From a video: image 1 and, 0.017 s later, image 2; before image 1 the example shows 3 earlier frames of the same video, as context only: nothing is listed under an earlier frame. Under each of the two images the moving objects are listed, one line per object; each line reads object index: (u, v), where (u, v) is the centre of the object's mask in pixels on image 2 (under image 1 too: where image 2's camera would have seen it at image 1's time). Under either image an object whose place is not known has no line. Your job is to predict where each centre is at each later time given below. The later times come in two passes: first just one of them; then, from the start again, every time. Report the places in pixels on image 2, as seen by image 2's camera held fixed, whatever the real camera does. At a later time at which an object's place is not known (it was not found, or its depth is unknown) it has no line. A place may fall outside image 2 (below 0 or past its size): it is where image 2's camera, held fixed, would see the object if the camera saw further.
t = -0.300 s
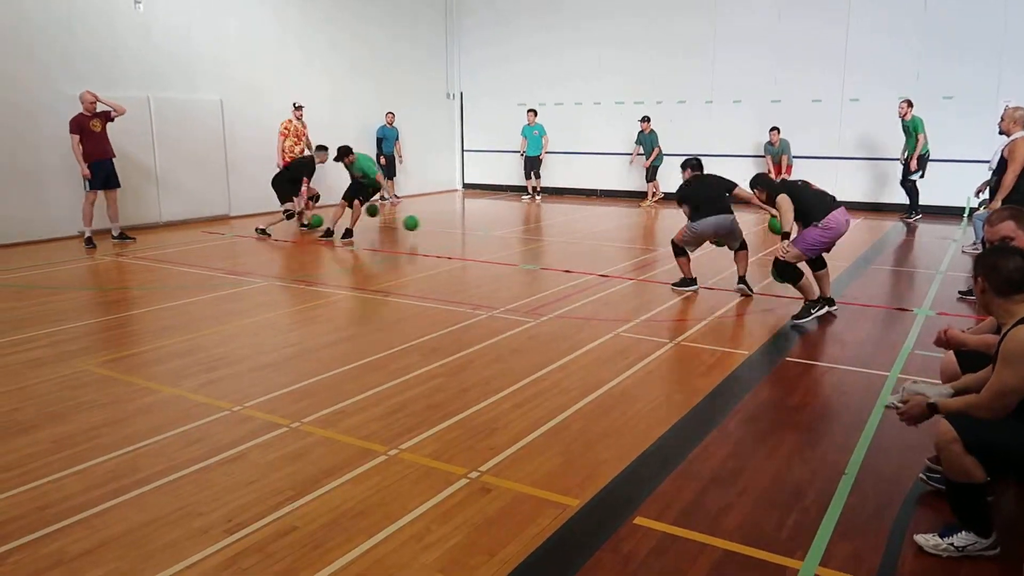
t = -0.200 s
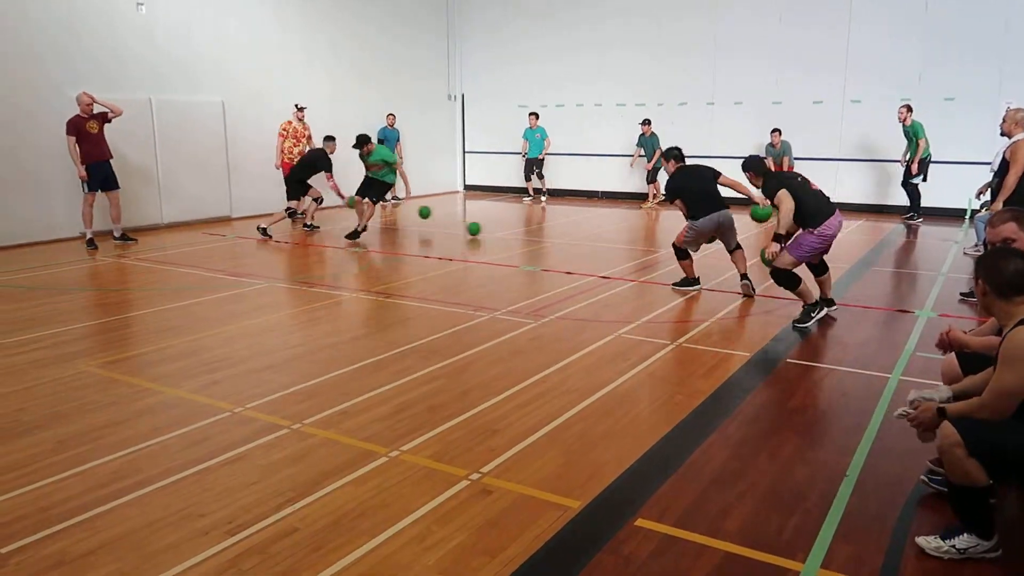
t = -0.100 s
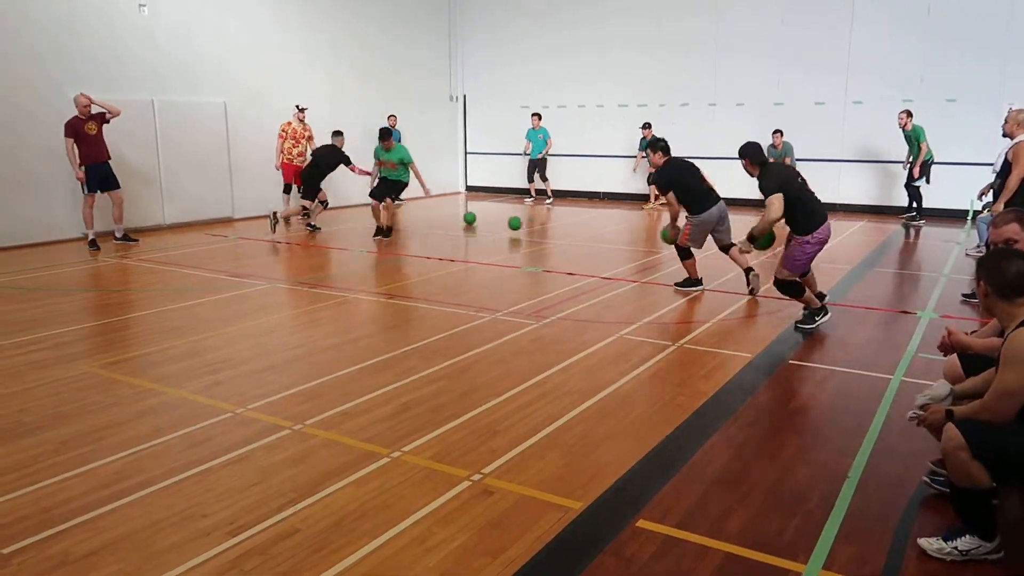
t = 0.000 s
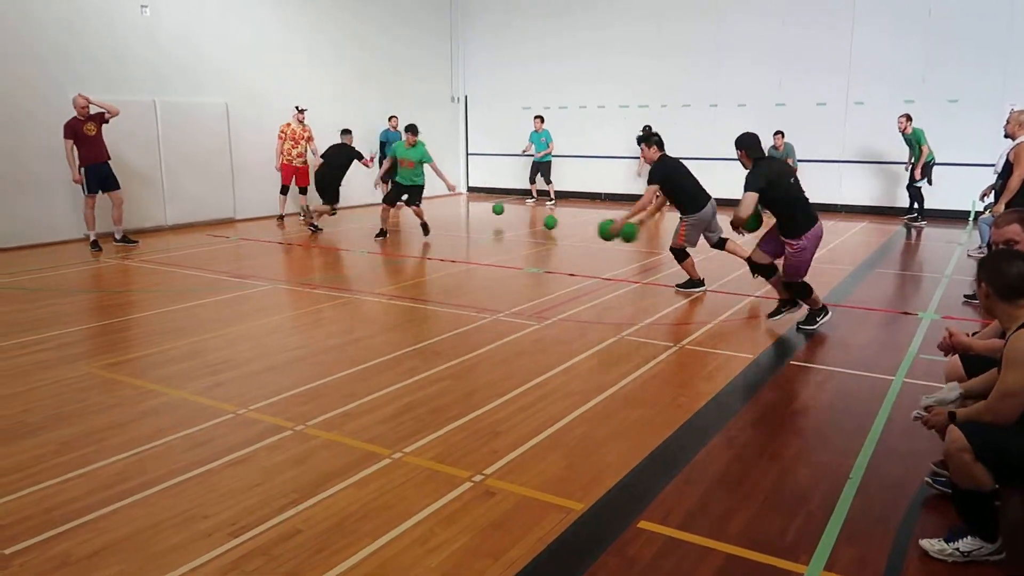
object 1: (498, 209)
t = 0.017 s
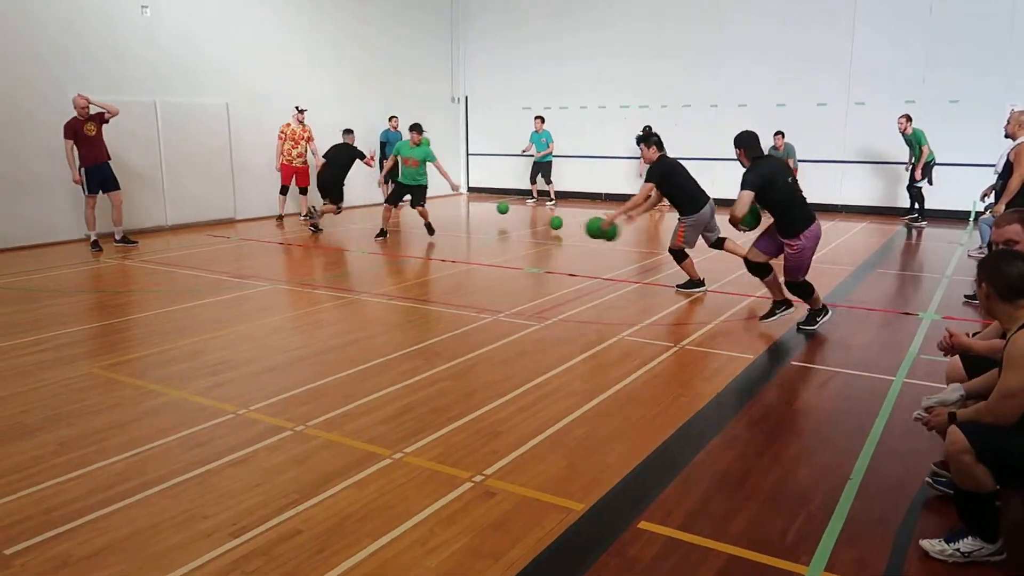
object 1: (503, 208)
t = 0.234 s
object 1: (554, 211)
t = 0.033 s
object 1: (506, 208)
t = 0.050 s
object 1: (511, 208)
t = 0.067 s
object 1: (515, 206)
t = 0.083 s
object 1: (519, 206)
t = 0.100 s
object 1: (522, 206)
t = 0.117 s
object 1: (528, 206)
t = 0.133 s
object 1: (532, 207)
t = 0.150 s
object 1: (535, 207)
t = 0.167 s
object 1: (539, 207)
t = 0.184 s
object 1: (542, 208)
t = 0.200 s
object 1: (546, 209)
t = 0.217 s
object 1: (550, 210)
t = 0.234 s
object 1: (554, 211)
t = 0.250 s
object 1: (558, 210)
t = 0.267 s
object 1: (561, 208)
